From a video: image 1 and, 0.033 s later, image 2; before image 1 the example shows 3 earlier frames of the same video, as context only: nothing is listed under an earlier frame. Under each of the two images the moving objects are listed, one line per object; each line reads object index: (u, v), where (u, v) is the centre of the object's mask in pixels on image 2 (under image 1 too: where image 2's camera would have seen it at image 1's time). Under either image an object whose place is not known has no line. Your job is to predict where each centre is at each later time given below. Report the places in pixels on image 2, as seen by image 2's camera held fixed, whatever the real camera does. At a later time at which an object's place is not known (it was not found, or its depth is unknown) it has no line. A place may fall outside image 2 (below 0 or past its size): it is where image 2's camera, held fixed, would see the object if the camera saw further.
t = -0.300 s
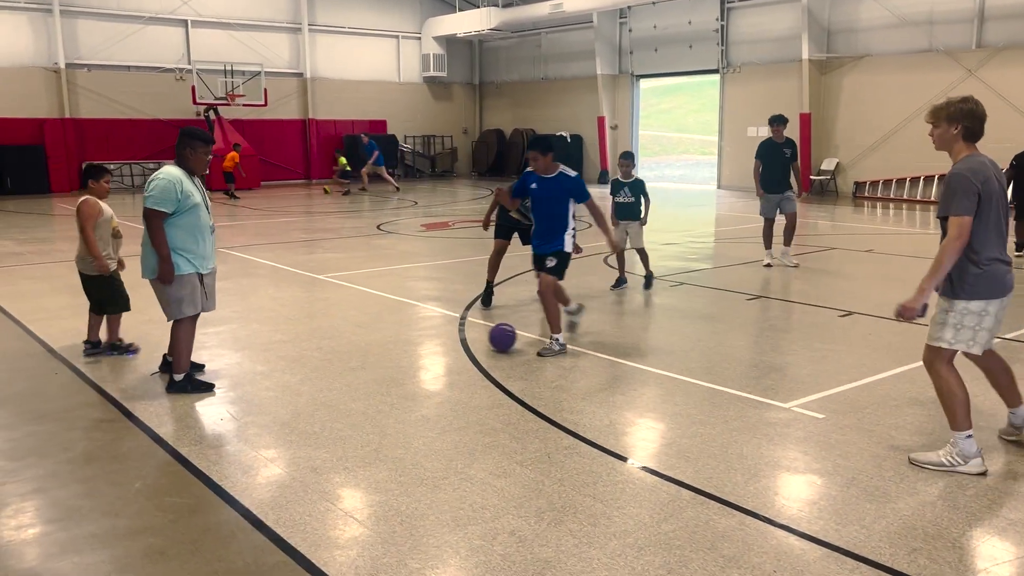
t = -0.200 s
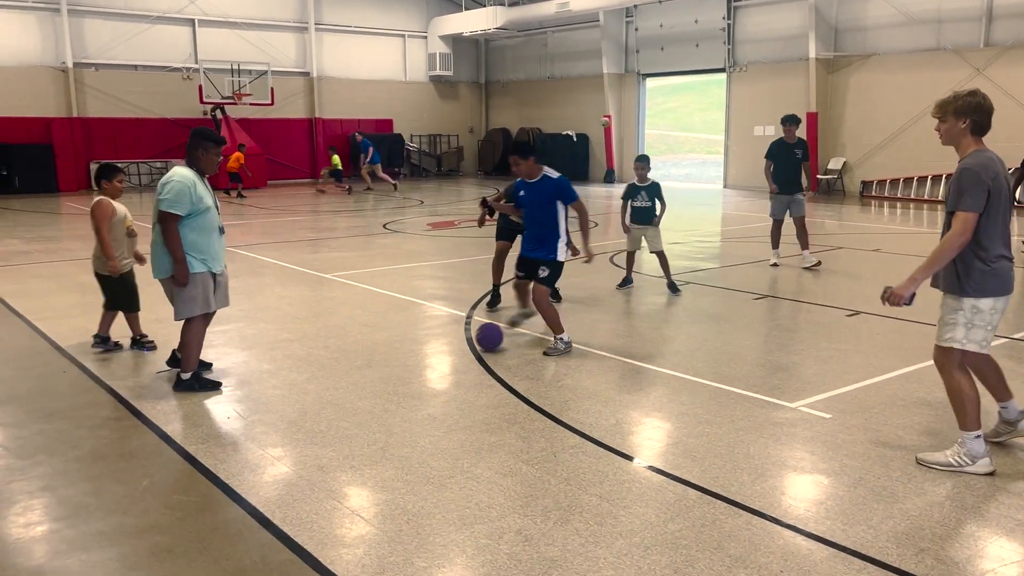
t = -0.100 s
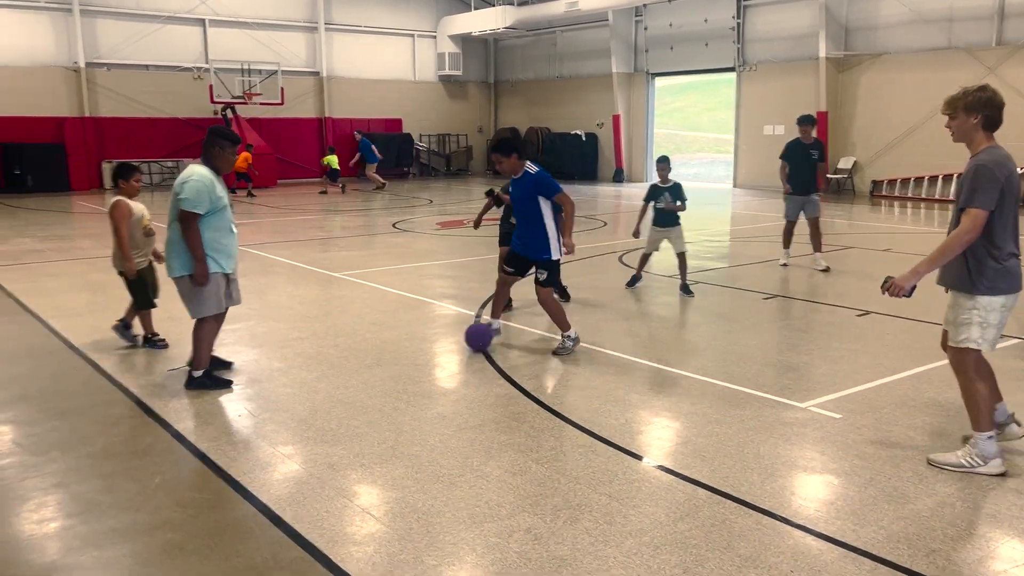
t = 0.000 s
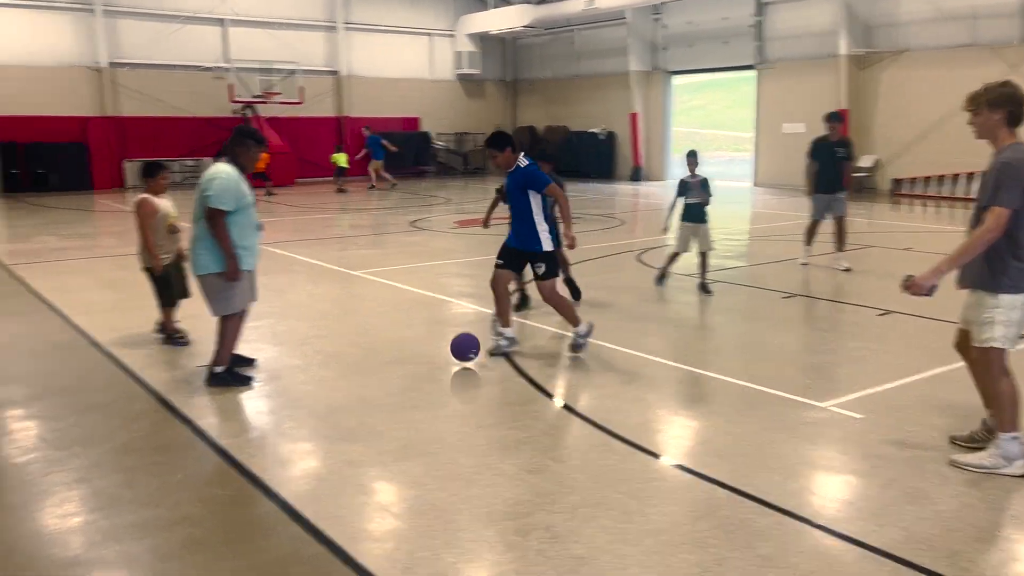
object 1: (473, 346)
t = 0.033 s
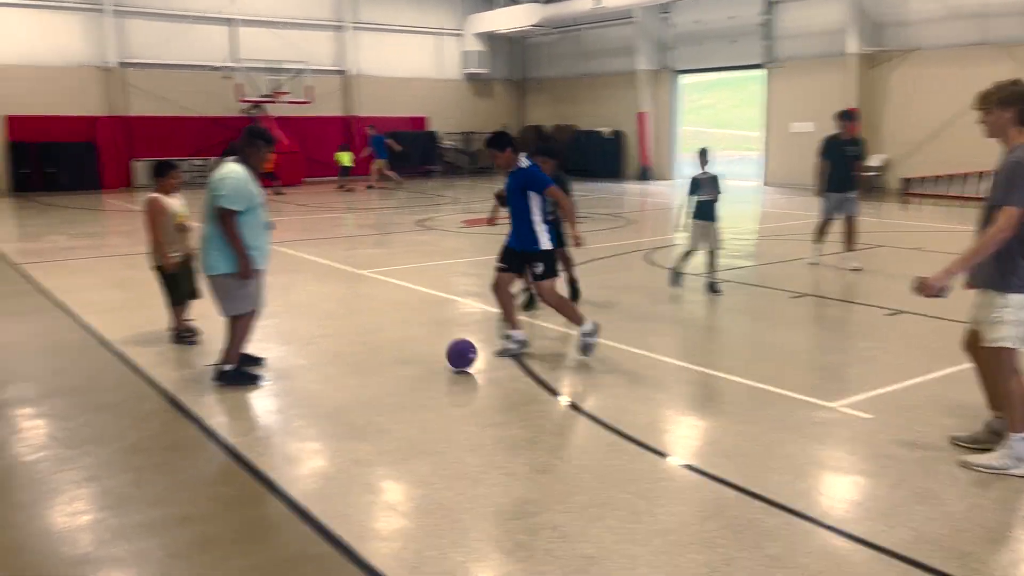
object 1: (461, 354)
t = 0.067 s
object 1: (451, 360)
